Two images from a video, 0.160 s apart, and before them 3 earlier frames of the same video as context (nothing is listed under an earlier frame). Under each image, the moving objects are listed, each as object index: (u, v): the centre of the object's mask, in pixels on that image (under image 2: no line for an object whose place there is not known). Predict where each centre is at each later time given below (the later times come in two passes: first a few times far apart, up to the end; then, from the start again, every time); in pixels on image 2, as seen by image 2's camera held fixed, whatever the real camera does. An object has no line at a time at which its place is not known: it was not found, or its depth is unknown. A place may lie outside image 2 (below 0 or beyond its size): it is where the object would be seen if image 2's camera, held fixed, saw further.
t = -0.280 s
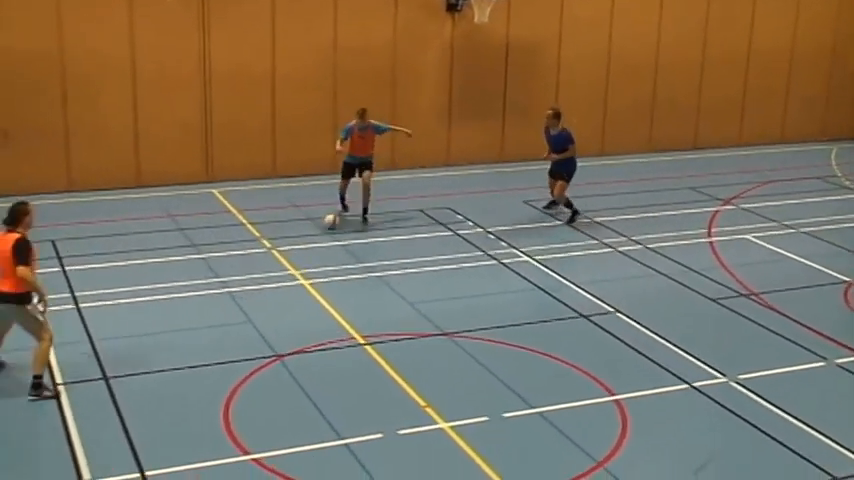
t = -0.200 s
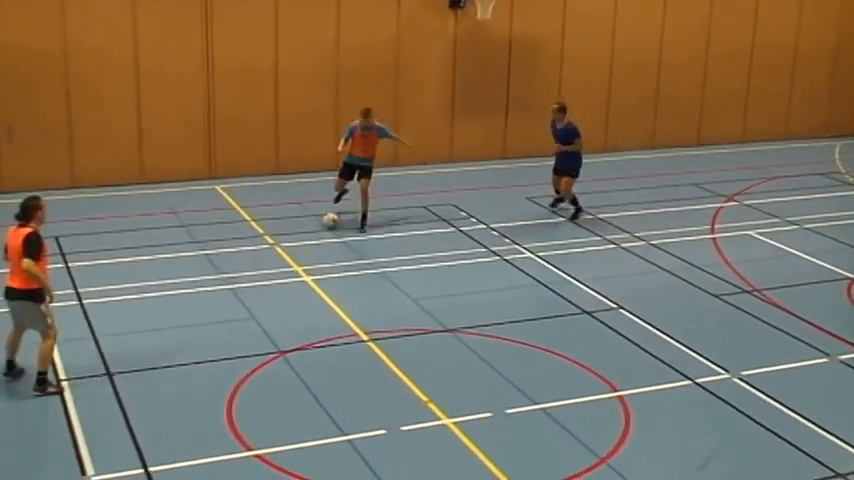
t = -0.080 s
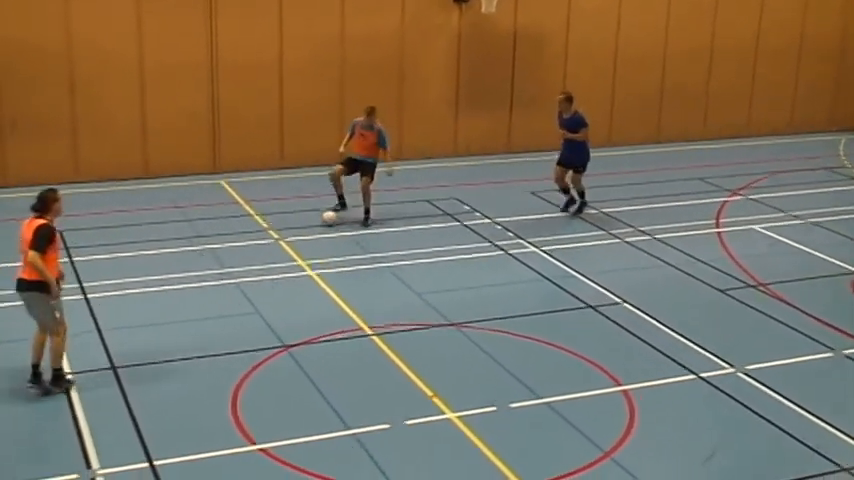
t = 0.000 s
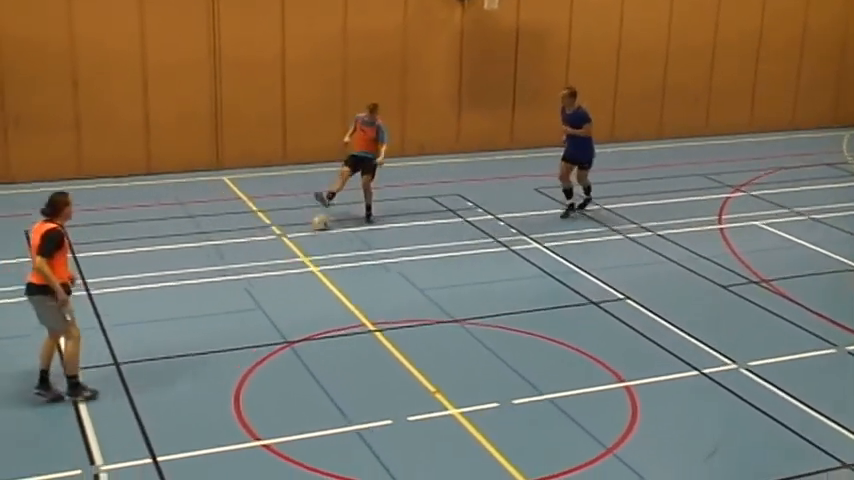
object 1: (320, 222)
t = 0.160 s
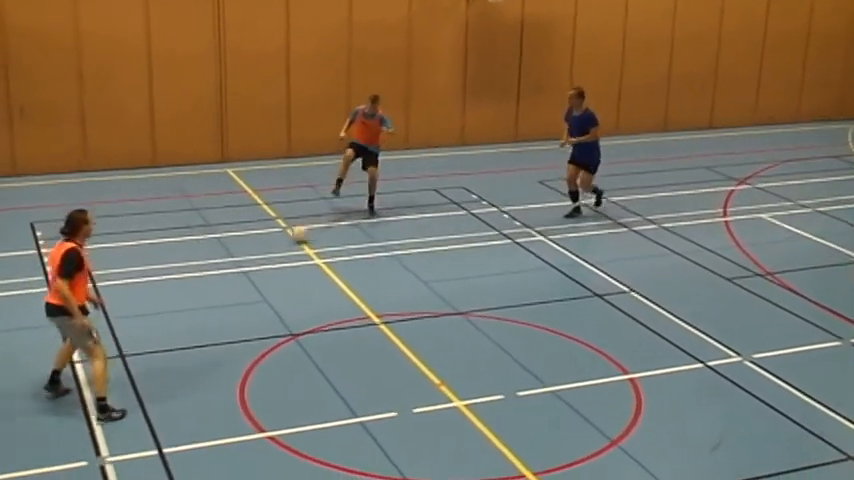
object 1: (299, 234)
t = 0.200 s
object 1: (293, 238)
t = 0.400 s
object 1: (256, 266)
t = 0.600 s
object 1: (218, 297)
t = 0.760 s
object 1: (181, 327)
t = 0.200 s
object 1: (293, 238)
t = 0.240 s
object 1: (286, 243)
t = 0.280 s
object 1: (279, 250)
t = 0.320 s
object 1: (271, 255)
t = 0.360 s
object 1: (265, 259)
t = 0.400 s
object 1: (256, 266)
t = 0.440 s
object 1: (249, 272)
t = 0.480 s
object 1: (241, 278)
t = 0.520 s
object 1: (233, 285)
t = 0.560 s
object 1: (225, 291)
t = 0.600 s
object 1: (218, 297)
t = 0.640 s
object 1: (209, 305)
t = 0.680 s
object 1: (199, 312)
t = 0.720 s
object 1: (191, 319)
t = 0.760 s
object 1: (181, 327)
